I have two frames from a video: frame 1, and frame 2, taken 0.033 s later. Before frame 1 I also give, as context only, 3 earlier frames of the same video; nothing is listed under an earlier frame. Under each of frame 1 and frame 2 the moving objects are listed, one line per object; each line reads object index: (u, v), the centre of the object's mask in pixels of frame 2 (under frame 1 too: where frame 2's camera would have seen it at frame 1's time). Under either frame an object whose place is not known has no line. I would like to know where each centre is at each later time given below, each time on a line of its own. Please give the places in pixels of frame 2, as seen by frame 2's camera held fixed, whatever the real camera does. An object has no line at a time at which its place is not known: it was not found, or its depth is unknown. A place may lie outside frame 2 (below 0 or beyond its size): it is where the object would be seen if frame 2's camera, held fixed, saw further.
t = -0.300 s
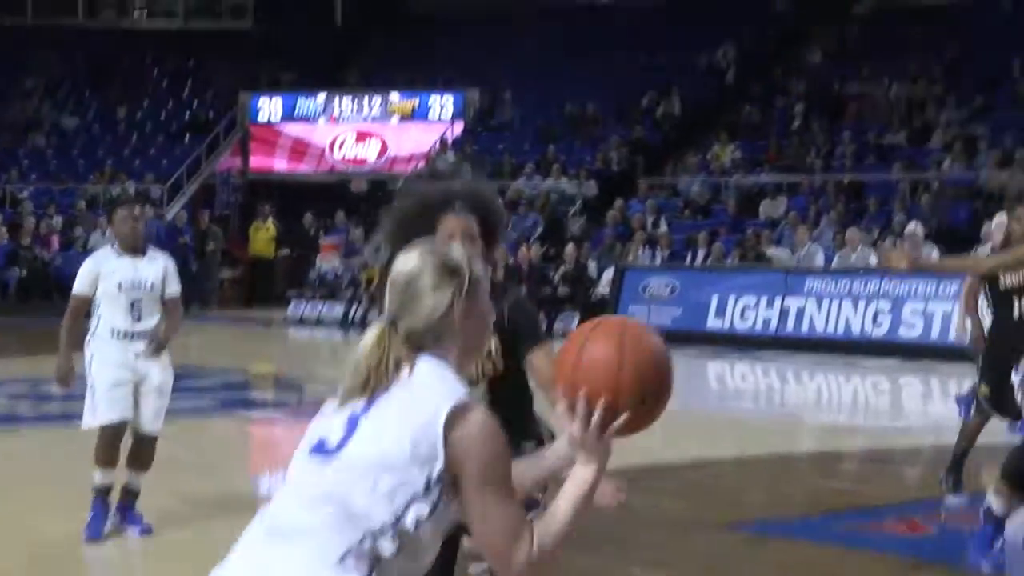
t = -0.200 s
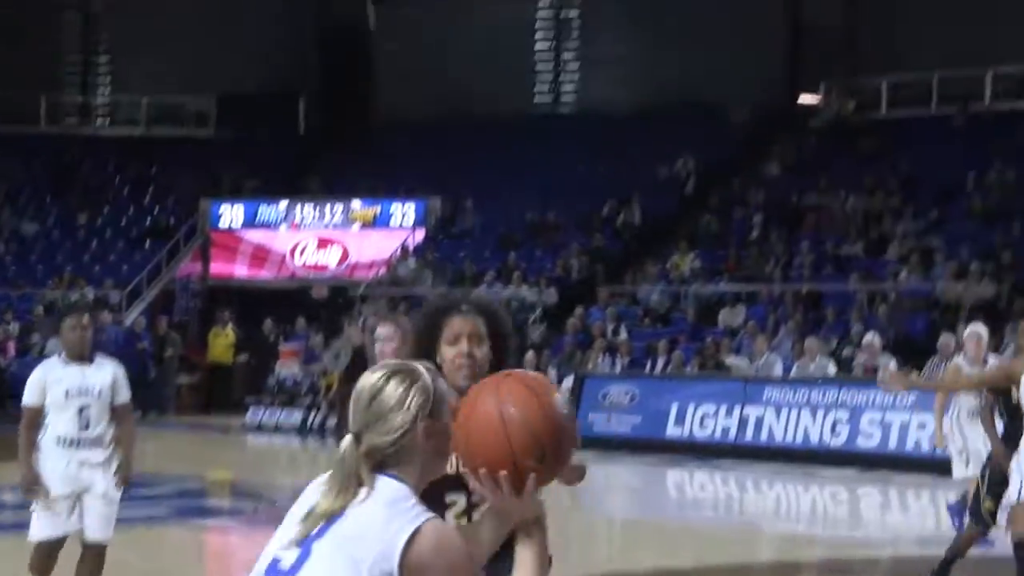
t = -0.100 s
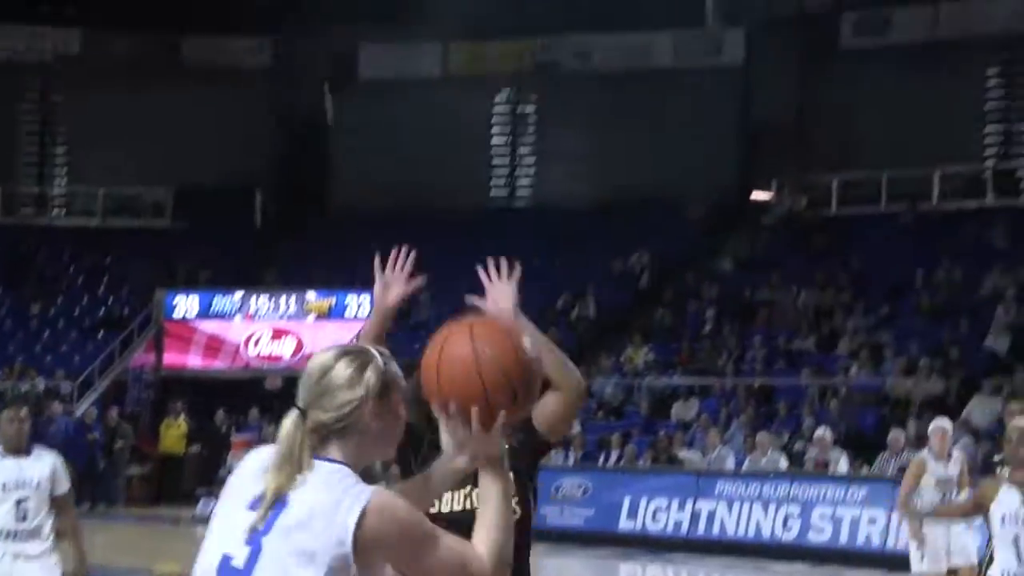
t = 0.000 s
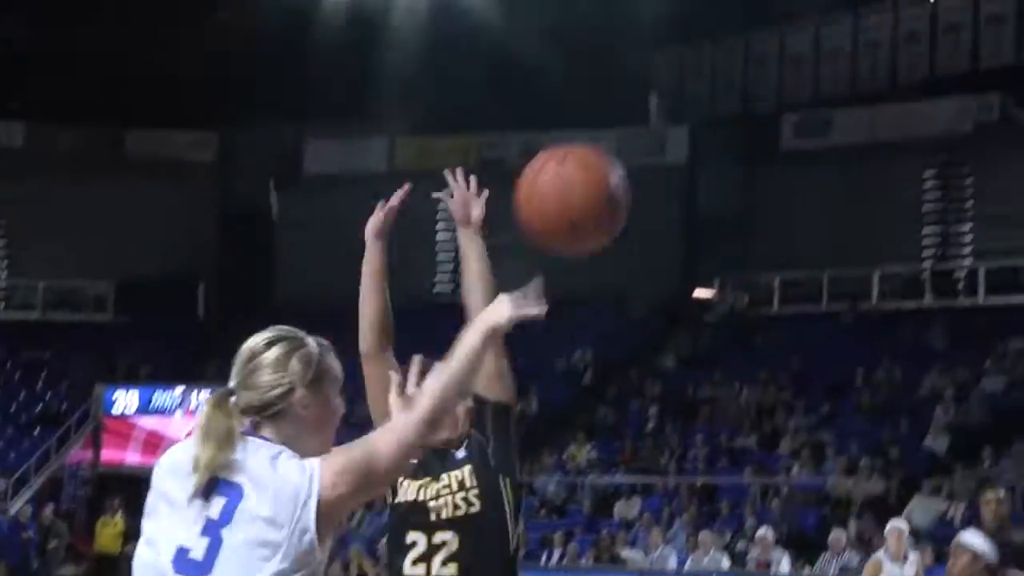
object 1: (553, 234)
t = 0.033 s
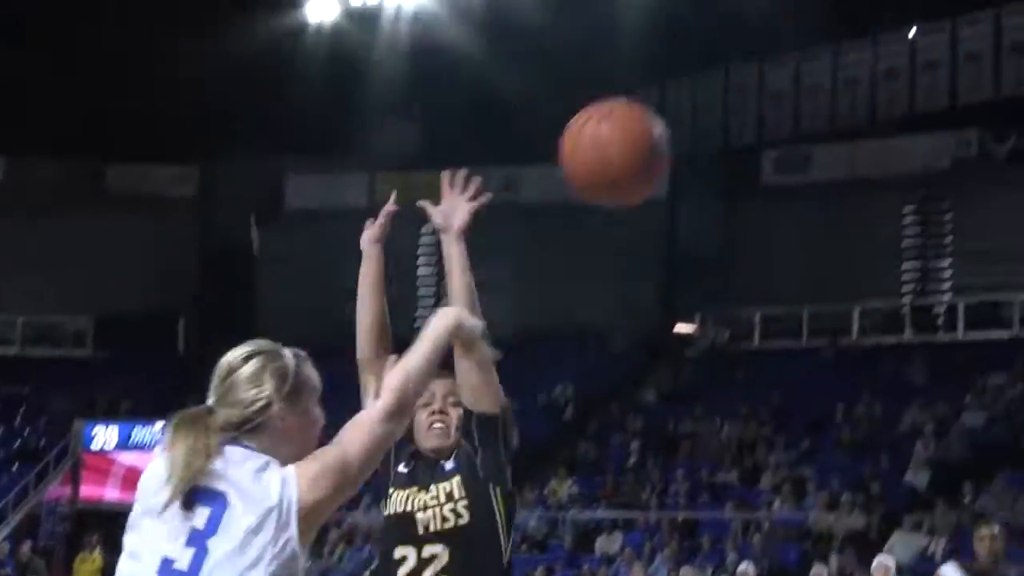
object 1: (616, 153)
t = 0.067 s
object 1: (672, 81)
